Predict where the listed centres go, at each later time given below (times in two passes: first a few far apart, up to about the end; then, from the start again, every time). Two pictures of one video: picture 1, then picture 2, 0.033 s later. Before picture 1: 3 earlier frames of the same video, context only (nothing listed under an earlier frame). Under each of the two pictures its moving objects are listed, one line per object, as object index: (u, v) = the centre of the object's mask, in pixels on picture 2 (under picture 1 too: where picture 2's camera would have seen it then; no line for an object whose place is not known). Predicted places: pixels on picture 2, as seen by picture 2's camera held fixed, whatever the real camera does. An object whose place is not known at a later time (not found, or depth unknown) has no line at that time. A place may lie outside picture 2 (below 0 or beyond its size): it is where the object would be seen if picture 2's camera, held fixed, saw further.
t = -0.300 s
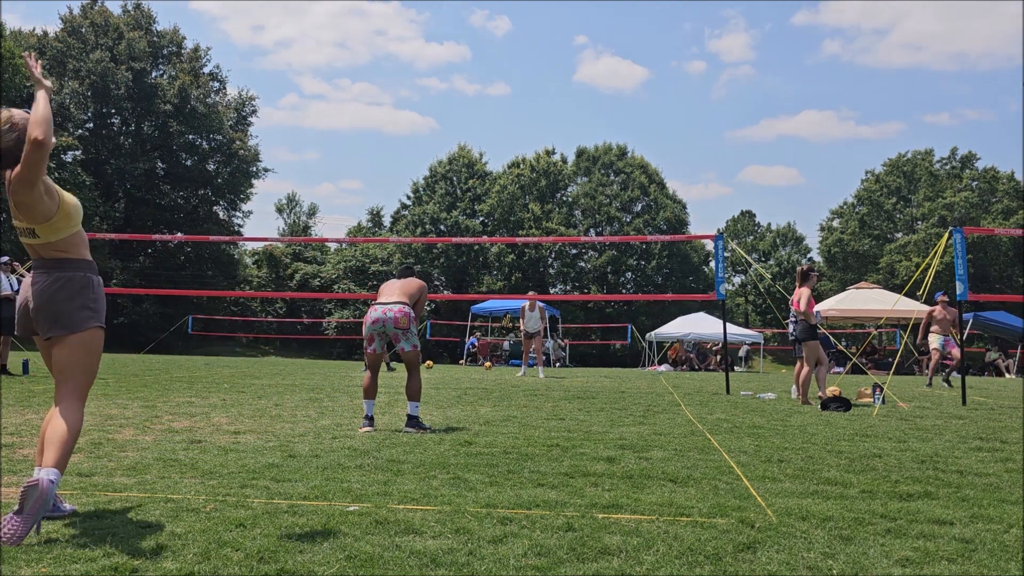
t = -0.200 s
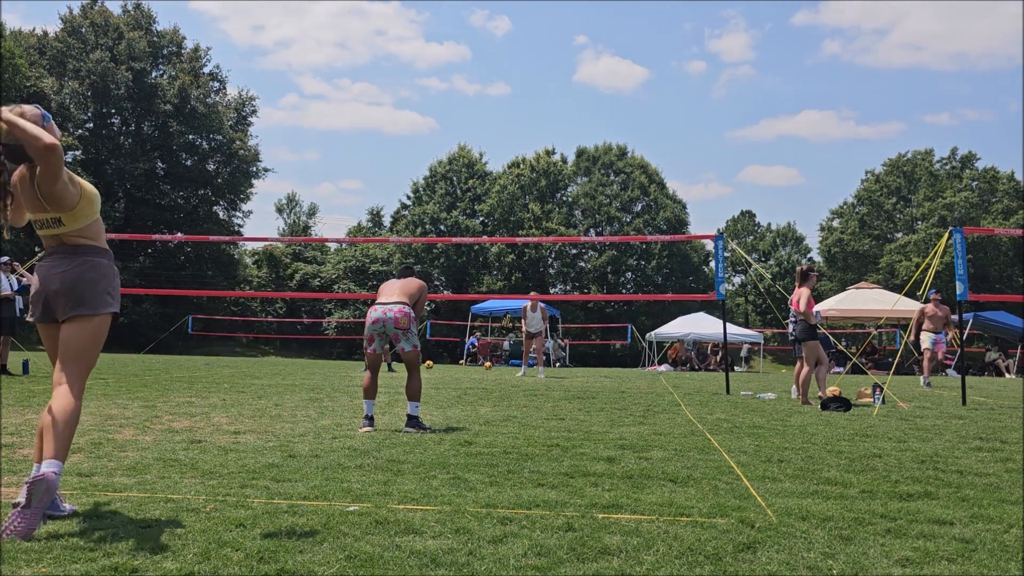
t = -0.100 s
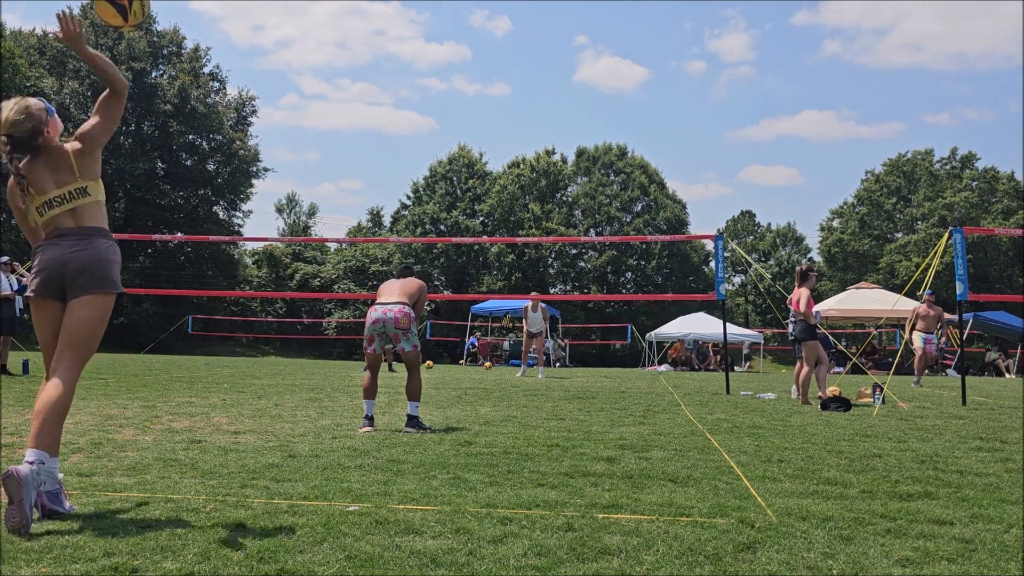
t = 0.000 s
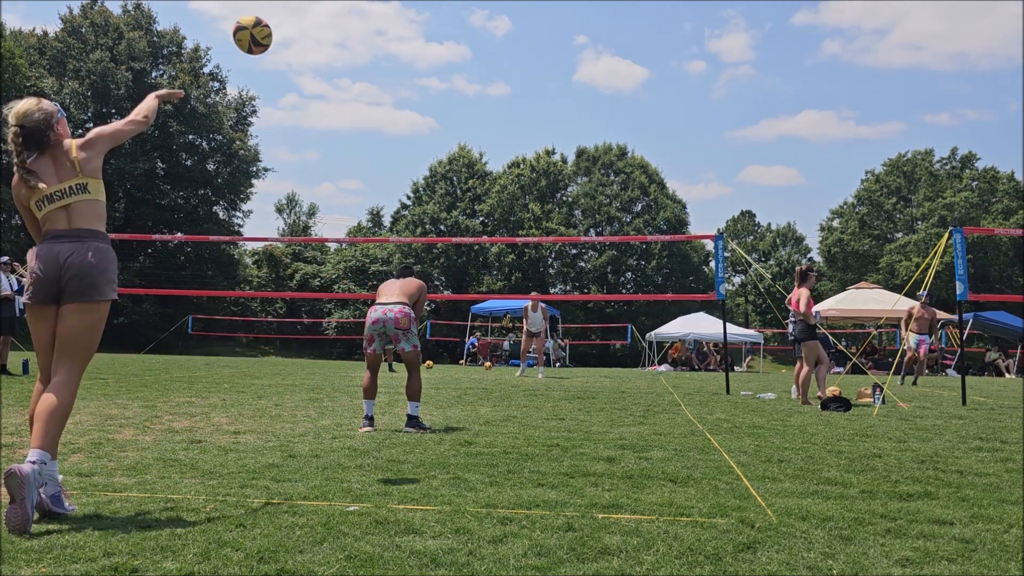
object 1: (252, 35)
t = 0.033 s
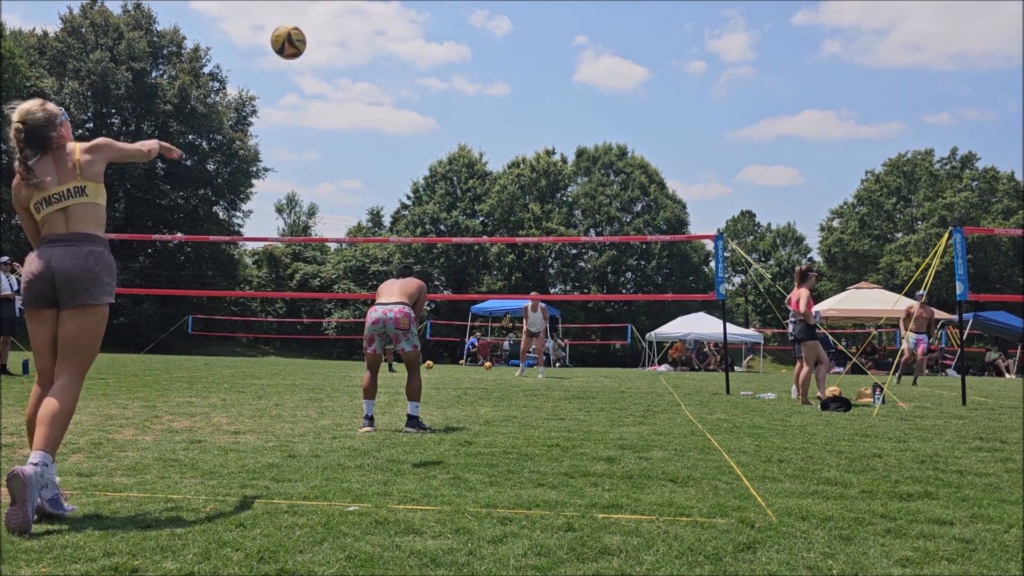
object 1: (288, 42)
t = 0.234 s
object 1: (412, 91)
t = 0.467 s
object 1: (484, 153)
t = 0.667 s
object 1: (519, 208)
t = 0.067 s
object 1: (318, 50)
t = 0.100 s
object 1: (343, 58)
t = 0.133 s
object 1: (364, 66)
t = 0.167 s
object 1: (382, 74)
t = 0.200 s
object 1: (398, 83)
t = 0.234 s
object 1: (412, 91)
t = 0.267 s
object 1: (425, 100)
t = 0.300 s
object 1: (437, 108)
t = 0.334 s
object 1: (448, 117)
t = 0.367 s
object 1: (458, 126)
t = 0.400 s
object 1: (467, 135)
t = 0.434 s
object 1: (476, 144)
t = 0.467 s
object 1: (484, 153)
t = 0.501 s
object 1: (491, 162)
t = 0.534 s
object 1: (497, 172)
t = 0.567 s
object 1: (504, 181)
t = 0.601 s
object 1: (510, 190)
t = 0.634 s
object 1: (514, 199)
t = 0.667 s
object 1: (519, 208)
